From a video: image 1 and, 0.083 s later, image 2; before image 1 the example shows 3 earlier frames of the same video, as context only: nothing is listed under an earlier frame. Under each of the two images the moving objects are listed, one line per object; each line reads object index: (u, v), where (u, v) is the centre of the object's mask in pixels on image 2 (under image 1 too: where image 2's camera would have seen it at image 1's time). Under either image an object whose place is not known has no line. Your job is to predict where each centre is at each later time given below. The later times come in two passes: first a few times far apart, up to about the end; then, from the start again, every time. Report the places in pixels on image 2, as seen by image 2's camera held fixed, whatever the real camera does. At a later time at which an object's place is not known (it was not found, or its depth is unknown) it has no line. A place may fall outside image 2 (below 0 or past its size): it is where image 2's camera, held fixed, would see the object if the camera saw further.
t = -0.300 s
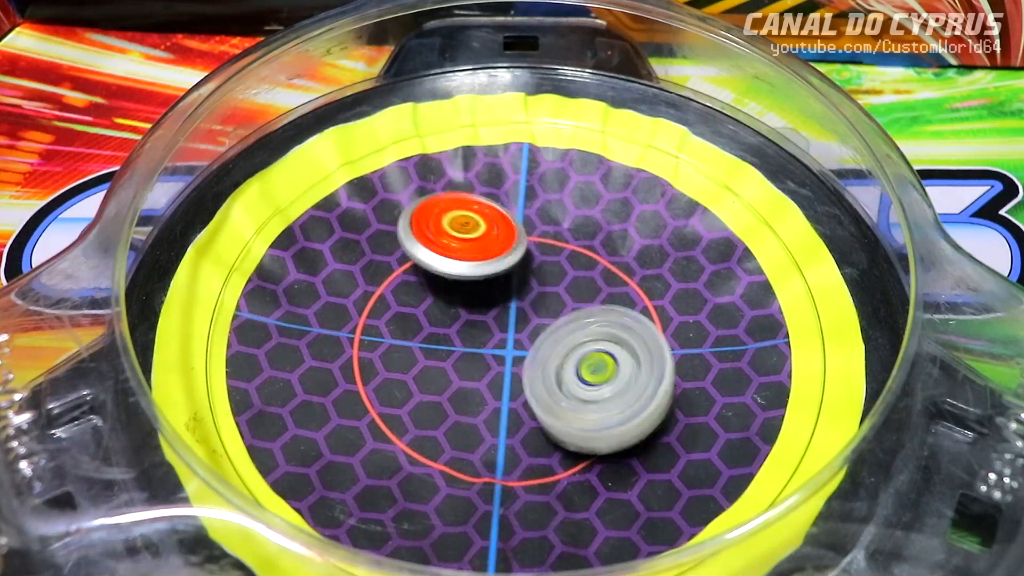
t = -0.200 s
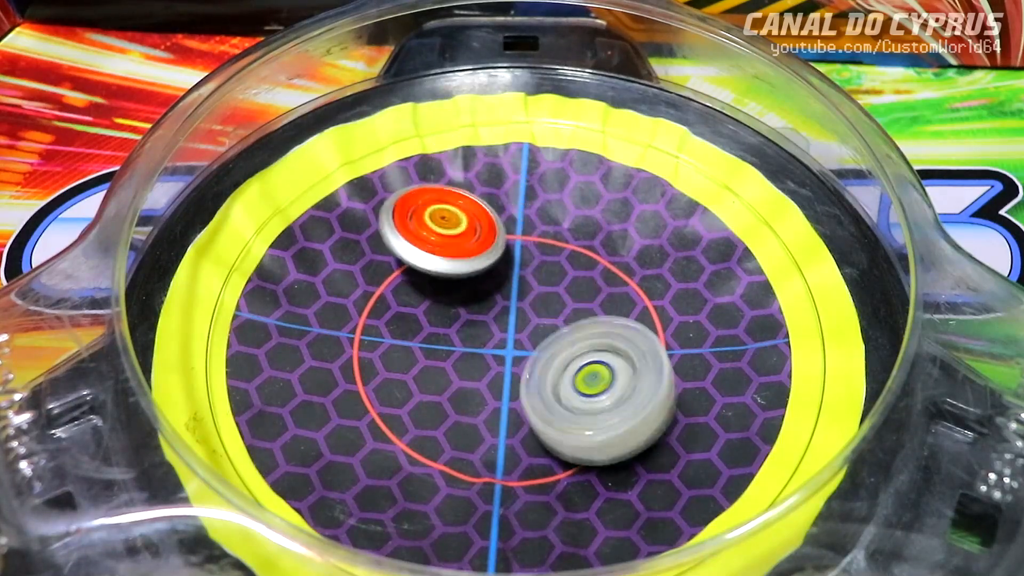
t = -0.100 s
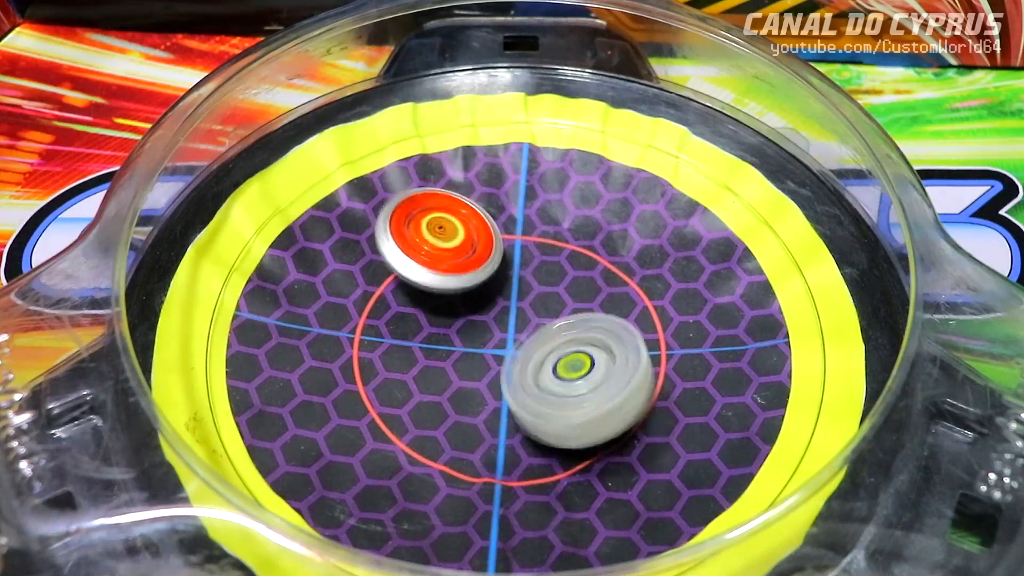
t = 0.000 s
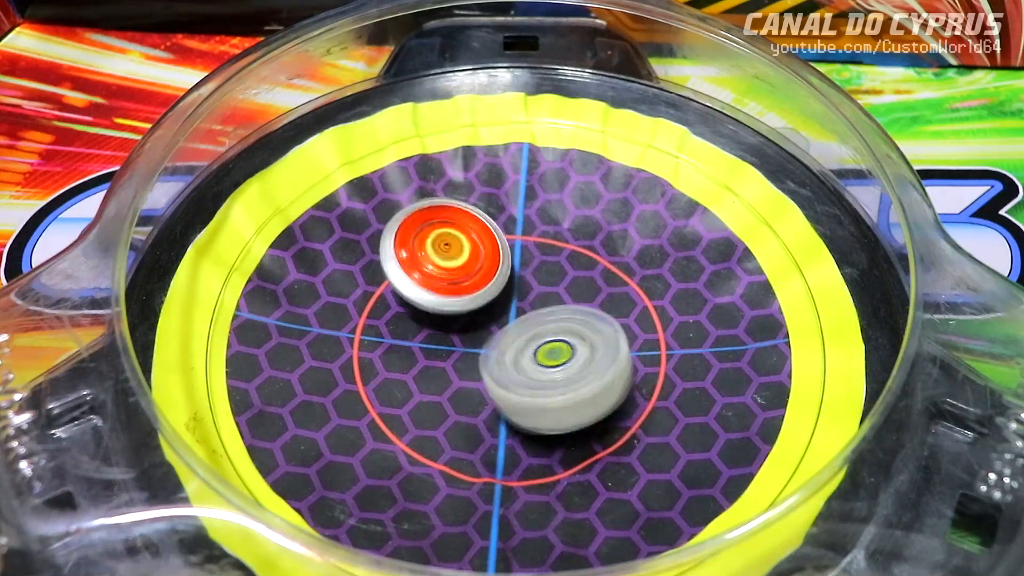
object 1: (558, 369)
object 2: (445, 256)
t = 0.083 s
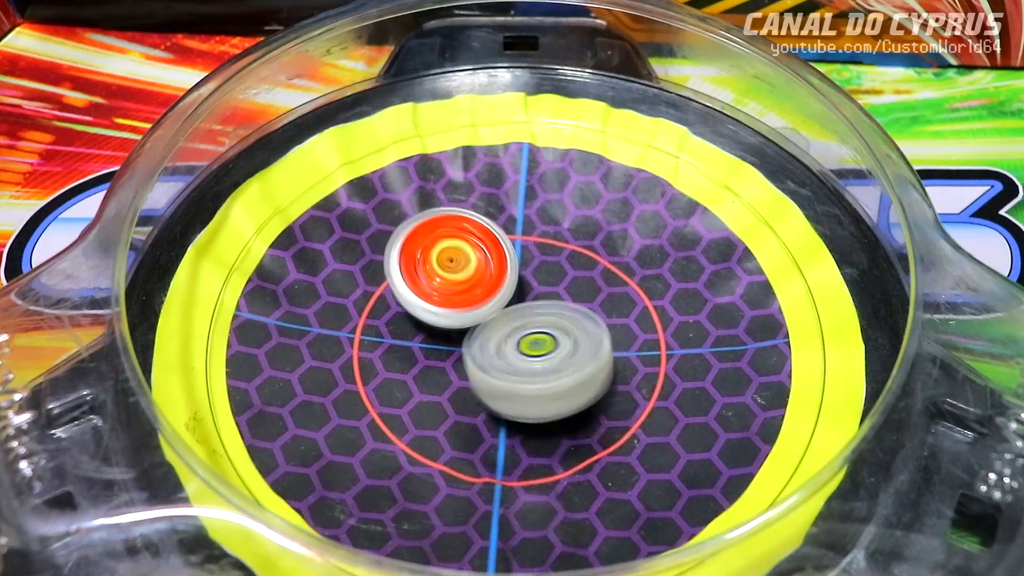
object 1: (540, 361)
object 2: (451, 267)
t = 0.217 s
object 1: (520, 368)
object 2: (448, 265)
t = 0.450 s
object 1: (500, 380)
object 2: (472, 258)
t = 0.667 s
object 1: (494, 379)
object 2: (482, 256)
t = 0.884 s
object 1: (495, 368)
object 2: (490, 254)
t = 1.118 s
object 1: (503, 366)
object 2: (507, 251)
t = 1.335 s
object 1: (511, 372)
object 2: (513, 254)
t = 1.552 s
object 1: (516, 374)
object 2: (515, 260)
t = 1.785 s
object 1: (512, 376)
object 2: (507, 259)
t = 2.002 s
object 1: (501, 375)
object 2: (502, 260)
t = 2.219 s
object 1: (492, 379)
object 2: (515, 266)
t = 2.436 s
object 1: (486, 383)
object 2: (515, 256)
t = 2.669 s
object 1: (490, 378)
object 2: (507, 266)
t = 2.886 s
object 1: (488, 380)
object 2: (529, 265)
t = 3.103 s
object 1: (495, 372)
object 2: (555, 254)
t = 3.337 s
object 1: (510, 370)
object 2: (552, 270)
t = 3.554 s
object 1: (511, 375)
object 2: (547, 260)
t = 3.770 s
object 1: (516, 371)
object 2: (538, 263)
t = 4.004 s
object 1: (500, 366)
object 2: (637, 277)
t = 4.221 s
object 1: (513, 362)
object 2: (621, 234)
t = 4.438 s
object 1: (523, 356)
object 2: (581, 272)
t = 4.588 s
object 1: (518, 367)
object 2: (603, 289)
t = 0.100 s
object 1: (536, 361)
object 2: (452, 270)
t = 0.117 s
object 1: (534, 361)
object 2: (449, 269)
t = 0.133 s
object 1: (531, 364)
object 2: (449, 268)
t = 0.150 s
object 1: (529, 364)
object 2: (448, 269)
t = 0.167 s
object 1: (528, 365)
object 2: (447, 268)
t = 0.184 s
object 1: (523, 366)
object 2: (449, 267)
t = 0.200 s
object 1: (523, 366)
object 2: (449, 267)
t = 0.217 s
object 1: (520, 368)
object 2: (448, 265)
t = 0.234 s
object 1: (518, 367)
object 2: (450, 264)
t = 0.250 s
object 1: (518, 368)
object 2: (453, 267)
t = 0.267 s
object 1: (515, 369)
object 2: (453, 266)
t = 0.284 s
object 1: (514, 371)
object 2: (454, 263)
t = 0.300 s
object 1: (512, 373)
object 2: (455, 263)
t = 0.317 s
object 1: (509, 373)
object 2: (455, 262)
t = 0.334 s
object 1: (509, 374)
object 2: (457, 261)
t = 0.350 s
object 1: (505, 374)
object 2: (460, 263)
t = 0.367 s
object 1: (504, 372)
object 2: (461, 264)
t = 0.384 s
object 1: (503, 374)
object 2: (462, 263)
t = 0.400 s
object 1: (501, 376)
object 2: (465, 260)
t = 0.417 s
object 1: (502, 378)
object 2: (466, 258)
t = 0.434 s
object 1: (500, 380)
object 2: (468, 256)
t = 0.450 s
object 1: (500, 380)
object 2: (472, 258)
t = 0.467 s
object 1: (501, 381)
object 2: (472, 260)
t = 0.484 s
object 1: (498, 380)
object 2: (472, 261)
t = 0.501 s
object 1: (499, 378)
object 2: (473, 263)
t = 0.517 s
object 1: (499, 379)
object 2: (472, 265)
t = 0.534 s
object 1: (498, 376)
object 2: (471, 265)
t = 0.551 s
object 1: (498, 378)
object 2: (473, 263)
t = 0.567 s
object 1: (496, 380)
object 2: (474, 258)
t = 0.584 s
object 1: (496, 381)
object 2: (475, 253)
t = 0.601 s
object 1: (497, 383)
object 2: (478, 251)
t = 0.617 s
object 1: (493, 383)
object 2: (481, 253)
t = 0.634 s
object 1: (494, 381)
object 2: (481, 254)
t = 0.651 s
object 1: (495, 382)
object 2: (481, 255)
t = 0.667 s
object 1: (494, 379)
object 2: (482, 256)
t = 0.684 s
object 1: (494, 378)
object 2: (480, 257)
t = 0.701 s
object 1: (494, 377)
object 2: (479, 256)
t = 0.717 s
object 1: (494, 374)
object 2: (479, 256)
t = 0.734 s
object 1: (495, 372)
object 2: (479, 256)
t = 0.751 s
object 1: (494, 371)
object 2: (478, 255)
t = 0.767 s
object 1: (494, 370)
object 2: (479, 257)
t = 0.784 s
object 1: (493, 369)
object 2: (480, 255)
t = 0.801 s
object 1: (491, 369)
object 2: (482, 253)
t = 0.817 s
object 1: (491, 367)
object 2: (484, 252)
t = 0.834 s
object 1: (493, 367)
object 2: (488, 253)
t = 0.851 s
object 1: (492, 368)
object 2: (489, 254)
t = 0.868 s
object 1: (492, 367)
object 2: (489, 254)
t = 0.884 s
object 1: (495, 368)
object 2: (490, 254)
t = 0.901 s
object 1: (494, 367)
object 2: (491, 254)
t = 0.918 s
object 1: (494, 367)
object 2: (491, 252)
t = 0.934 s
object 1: (494, 370)
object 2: (495, 250)
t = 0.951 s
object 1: (494, 368)
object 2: (499, 250)
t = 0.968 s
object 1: (494, 369)
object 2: (499, 251)
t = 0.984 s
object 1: (496, 371)
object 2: (500, 251)
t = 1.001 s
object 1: (496, 368)
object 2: (501, 250)
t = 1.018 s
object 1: (496, 368)
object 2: (500, 251)
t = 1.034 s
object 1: (499, 368)
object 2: (499, 251)
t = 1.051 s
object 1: (500, 365)
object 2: (500, 251)
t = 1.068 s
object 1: (501, 364)
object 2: (501, 251)
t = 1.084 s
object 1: (502, 367)
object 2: (501, 252)
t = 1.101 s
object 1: (503, 367)
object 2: (503, 251)
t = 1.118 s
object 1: (503, 366)
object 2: (507, 251)
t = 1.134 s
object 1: (503, 369)
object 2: (507, 254)
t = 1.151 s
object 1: (504, 365)
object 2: (507, 253)
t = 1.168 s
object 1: (504, 366)
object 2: (509, 250)
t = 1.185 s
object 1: (503, 370)
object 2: (510, 248)
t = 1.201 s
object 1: (502, 370)
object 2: (512, 246)
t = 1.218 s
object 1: (502, 370)
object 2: (515, 245)
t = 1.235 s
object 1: (503, 372)
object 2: (518, 247)
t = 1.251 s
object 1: (503, 371)
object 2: (519, 250)
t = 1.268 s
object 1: (503, 371)
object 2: (516, 252)
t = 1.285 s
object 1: (506, 372)
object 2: (516, 253)
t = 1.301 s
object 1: (507, 370)
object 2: (515, 252)
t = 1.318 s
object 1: (507, 370)
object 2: (515, 254)
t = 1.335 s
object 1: (511, 372)
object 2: (513, 254)
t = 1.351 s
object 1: (511, 370)
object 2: (513, 253)
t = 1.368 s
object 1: (510, 369)
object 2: (514, 254)
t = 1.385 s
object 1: (514, 371)
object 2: (514, 257)
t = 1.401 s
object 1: (514, 369)
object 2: (513, 255)
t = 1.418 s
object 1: (514, 369)
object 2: (514, 257)
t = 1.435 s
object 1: (517, 371)
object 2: (514, 256)
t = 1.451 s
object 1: (515, 370)
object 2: (515, 256)
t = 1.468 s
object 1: (515, 369)
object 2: (516, 256)
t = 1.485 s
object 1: (519, 371)
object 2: (518, 257)
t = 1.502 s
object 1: (517, 371)
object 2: (518, 258)
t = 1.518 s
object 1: (516, 373)
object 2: (516, 259)
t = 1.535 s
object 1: (519, 373)
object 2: (516, 259)
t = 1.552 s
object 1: (516, 374)
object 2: (515, 260)
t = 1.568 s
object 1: (516, 373)
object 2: (514, 261)
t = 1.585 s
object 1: (517, 374)
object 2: (513, 259)
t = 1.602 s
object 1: (514, 376)
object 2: (514, 257)
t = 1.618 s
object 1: (513, 376)
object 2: (517, 258)
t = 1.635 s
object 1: (514, 376)
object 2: (517, 259)
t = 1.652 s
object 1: (514, 377)
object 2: (515, 260)
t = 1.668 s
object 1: (514, 377)
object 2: (515, 261)
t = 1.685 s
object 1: (514, 377)
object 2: (513, 262)
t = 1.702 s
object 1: (515, 378)
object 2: (511, 263)
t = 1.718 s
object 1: (515, 377)
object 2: (508, 261)
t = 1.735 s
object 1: (513, 376)
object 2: (507, 260)
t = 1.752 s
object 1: (515, 377)
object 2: (507, 260)
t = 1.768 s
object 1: (513, 376)
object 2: (507, 260)
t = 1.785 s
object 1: (512, 376)
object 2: (507, 259)
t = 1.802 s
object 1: (515, 376)
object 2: (508, 260)
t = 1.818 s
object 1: (512, 375)
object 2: (509, 261)
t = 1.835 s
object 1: (511, 377)
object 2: (508, 262)
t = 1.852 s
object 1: (511, 378)
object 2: (507, 259)
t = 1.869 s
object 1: (506, 380)
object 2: (510, 257)
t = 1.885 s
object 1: (505, 379)
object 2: (513, 258)
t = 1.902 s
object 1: (505, 379)
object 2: (513, 260)
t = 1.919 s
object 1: (504, 380)
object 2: (512, 261)
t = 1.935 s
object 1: (505, 379)
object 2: (511, 261)
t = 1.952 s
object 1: (503, 378)
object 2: (509, 263)
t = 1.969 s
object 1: (505, 379)
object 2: (507, 263)
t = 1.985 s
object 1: (503, 377)
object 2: (504, 262)
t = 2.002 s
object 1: (501, 375)
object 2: (502, 260)
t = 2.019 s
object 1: (505, 375)
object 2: (504, 259)
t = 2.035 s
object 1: (502, 374)
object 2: (505, 259)
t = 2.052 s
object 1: (502, 374)
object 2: (505, 260)
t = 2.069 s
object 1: (503, 374)
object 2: (505, 258)
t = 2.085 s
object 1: (500, 375)
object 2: (508, 258)
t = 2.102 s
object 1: (500, 374)
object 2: (509, 260)
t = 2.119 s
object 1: (498, 375)
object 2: (510, 261)
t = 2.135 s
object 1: (497, 378)
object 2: (510, 258)
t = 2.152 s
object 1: (495, 378)
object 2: (513, 257)
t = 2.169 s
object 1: (492, 378)
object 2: (517, 259)
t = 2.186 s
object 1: (495, 379)
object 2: (517, 262)
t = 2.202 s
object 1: (492, 379)
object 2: (516, 263)
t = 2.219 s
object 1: (492, 379)
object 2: (515, 266)
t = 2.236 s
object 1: (494, 378)
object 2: (513, 265)
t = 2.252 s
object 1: (493, 379)
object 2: (511, 266)
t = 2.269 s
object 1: (494, 377)
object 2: (507, 265)
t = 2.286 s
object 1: (493, 376)
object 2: (507, 262)
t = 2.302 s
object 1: (494, 378)
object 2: (508, 261)
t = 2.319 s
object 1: (492, 377)
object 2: (509, 260)
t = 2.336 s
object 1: (490, 377)
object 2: (509, 260)
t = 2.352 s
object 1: (493, 376)
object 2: (510, 259)
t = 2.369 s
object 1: (491, 376)
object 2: (511, 260)
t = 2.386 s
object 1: (492, 375)
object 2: (512, 262)
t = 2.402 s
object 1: (492, 377)
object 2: (511, 263)
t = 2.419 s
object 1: (488, 382)
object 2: (512, 259)
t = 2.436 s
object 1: (486, 383)
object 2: (515, 256)
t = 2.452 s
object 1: (484, 385)
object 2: (519, 256)
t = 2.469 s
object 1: (486, 387)
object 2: (522, 258)
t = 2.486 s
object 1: (482, 386)
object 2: (521, 261)
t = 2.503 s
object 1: (482, 385)
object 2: (519, 262)
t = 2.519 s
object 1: (484, 384)
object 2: (519, 264)
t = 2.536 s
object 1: (484, 384)
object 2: (514, 266)
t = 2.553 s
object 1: (486, 382)
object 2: (512, 265)
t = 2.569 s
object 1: (485, 382)
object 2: (509, 266)
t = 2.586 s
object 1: (490, 382)
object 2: (508, 263)
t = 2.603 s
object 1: (486, 381)
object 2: (509, 263)
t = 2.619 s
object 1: (488, 380)
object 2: (510, 264)
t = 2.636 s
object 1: (489, 379)
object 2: (511, 265)
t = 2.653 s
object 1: (490, 381)
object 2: (508, 267)
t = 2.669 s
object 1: (490, 378)
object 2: (507, 266)
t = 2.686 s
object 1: (488, 379)
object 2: (507, 266)
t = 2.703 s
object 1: (490, 380)
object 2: (507, 265)
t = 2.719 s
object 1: (486, 379)
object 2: (509, 264)
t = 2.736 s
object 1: (487, 378)
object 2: (511, 263)
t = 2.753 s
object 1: (488, 377)
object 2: (514, 263)
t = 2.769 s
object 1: (490, 377)
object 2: (516, 265)
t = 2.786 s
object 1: (491, 377)
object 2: (517, 267)
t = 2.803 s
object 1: (488, 379)
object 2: (518, 268)
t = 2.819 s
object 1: (490, 380)
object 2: (517, 268)
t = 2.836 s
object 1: (486, 380)
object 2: (517, 269)
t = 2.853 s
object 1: (486, 379)
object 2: (518, 269)
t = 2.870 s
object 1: (486, 377)
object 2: (520, 268)
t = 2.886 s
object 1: (488, 380)
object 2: (529, 265)
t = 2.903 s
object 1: (484, 380)
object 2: (533, 262)
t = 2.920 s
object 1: (484, 379)
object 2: (536, 257)
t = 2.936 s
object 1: (485, 377)
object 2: (540, 252)
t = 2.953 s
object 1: (486, 378)
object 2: (546, 250)
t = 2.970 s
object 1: (487, 377)
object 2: (551, 251)
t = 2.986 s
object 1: (487, 376)
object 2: (552, 252)
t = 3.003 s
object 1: (491, 375)
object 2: (554, 252)
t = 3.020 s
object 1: (491, 376)
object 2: (555, 253)
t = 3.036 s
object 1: (491, 374)
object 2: (555, 253)
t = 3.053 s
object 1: (491, 374)
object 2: (556, 254)
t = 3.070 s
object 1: (495, 373)
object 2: (556, 255)
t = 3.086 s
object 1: (493, 375)
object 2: (555, 256)
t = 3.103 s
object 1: (495, 372)
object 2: (555, 254)
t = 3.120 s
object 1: (494, 372)
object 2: (556, 256)
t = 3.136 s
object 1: (499, 371)
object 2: (557, 256)
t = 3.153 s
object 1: (497, 373)
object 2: (558, 258)
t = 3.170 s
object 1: (499, 371)
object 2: (558, 260)
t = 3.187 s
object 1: (498, 369)
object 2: (557, 261)
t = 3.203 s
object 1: (504, 370)
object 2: (557, 261)
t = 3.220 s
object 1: (502, 370)
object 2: (557, 264)
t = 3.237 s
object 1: (504, 369)
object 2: (556, 266)
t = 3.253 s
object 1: (504, 368)
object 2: (554, 268)
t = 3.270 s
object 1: (507, 371)
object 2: (551, 269)
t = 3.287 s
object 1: (504, 371)
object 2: (551, 269)
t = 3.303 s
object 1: (505, 371)
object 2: (552, 269)
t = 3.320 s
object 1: (506, 369)
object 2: (554, 270)
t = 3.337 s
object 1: (510, 370)
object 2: (552, 270)
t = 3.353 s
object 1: (509, 369)
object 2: (549, 270)
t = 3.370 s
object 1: (511, 370)
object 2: (545, 270)
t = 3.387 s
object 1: (512, 369)
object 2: (542, 269)
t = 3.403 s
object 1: (513, 373)
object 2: (542, 269)
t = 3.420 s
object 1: (510, 373)
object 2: (543, 269)
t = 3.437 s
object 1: (510, 373)
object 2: (541, 269)
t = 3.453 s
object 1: (511, 372)
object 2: (541, 267)
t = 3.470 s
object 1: (512, 375)
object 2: (543, 264)
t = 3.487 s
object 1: (509, 375)
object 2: (545, 263)
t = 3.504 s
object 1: (509, 375)
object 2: (547, 262)
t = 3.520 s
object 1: (510, 374)
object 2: (548, 261)
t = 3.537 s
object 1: (513, 374)
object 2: (547, 260)
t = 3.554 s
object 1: (511, 375)
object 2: (547, 260)
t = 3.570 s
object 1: (513, 374)
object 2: (548, 259)
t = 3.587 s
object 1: (513, 374)
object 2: (548, 260)
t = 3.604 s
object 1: (516, 375)
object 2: (548, 260)
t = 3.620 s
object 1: (512, 375)
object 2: (548, 261)
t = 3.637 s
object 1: (513, 375)
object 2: (547, 262)
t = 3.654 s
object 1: (512, 374)
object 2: (545, 263)
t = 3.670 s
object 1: (516, 374)
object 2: (543, 262)
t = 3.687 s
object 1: (512, 374)
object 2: (541, 262)
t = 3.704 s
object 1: (515, 373)
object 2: (540, 262)
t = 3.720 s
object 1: (513, 372)
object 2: (539, 262)
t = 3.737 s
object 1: (517, 373)
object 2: (538, 261)
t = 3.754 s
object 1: (514, 372)
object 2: (538, 261)
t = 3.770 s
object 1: (516, 371)
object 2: (538, 263)
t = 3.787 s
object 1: (514, 370)
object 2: (538, 264)
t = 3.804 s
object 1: (518, 370)
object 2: (538, 263)
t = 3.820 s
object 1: (513, 371)
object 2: (541, 264)
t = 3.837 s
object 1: (512, 371)
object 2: (546, 266)
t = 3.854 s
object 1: (507, 371)
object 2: (551, 271)
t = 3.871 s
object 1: (510, 368)
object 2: (558, 273)
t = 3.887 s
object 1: (507, 368)
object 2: (565, 277)
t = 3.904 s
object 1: (511, 365)
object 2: (577, 280)
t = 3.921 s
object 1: (510, 366)
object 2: (587, 284)
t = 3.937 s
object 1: (509, 368)
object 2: (598, 286)
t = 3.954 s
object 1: (507, 370)
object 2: (608, 285)
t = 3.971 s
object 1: (502, 369)
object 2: (618, 285)
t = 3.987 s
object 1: (502, 368)
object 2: (628, 281)
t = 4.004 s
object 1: (500, 366)
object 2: (637, 277)
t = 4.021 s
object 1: (505, 366)
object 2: (644, 273)
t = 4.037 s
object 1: (504, 365)
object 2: (649, 268)
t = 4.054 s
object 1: (507, 365)
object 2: (651, 262)
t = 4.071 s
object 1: (507, 365)
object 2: (651, 256)
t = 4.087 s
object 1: (510, 365)
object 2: (650, 251)
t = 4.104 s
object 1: (511, 368)
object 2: (648, 247)
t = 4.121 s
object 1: (507, 366)
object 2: (645, 243)
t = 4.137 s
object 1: (508, 365)
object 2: (642, 240)
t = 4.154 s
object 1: (506, 362)
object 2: (638, 239)
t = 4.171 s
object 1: (512, 363)
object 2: (634, 237)
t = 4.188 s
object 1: (510, 363)
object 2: (630, 236)
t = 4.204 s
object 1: (513, 361)
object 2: (627, 234)
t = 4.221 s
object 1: (513, 362)
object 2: (621, 234)
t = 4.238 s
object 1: (516, 360)
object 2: (615, 233)
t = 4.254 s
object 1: (518, 363)
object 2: (610, 233)
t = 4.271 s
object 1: (515, 361)
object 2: (604, 234)
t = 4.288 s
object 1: (517, 359)
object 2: (598, 235)
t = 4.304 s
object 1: (517, 355)
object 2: (591, 238)
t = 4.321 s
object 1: (523, 355)
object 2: (584, 242)
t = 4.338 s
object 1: (522, 357)
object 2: (579, 246)
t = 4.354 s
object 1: (525, 355)
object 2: (575, 247)
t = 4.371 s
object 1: (524, 358)
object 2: (573, 252)
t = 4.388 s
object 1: (526, 356)
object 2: (574, 255)
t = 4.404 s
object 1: (526, 359)
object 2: (573, 261)
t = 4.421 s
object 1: (523, 358)
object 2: (577, 267)
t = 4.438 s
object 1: (523, 356)
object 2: (581, 272)
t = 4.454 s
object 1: (523, 354)
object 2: (588, 277)
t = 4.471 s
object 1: (528, 355)
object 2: (594, 280)
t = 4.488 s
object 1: (524, 358)
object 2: (597, 283)
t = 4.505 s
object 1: (523, 357)
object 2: (601, 285)
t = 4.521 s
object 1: (519, 359)
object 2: (603, 287)
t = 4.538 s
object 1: (519, 360)
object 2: (604, 288)
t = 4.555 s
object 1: (518, 363)
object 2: (604, 289)
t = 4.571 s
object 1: (516, 366)
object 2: (602, 289)
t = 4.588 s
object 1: (518, 367)
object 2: (603, 289)
